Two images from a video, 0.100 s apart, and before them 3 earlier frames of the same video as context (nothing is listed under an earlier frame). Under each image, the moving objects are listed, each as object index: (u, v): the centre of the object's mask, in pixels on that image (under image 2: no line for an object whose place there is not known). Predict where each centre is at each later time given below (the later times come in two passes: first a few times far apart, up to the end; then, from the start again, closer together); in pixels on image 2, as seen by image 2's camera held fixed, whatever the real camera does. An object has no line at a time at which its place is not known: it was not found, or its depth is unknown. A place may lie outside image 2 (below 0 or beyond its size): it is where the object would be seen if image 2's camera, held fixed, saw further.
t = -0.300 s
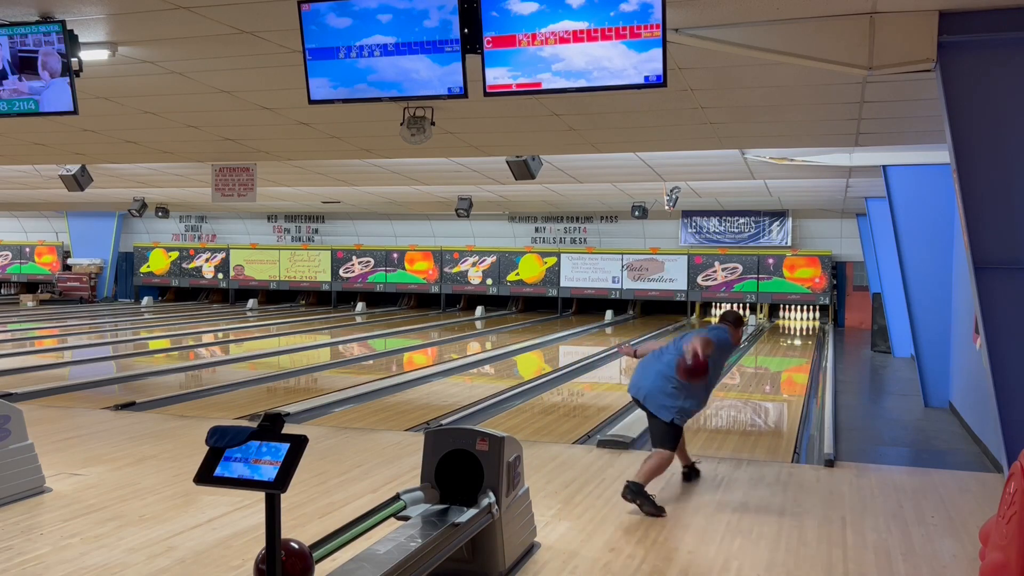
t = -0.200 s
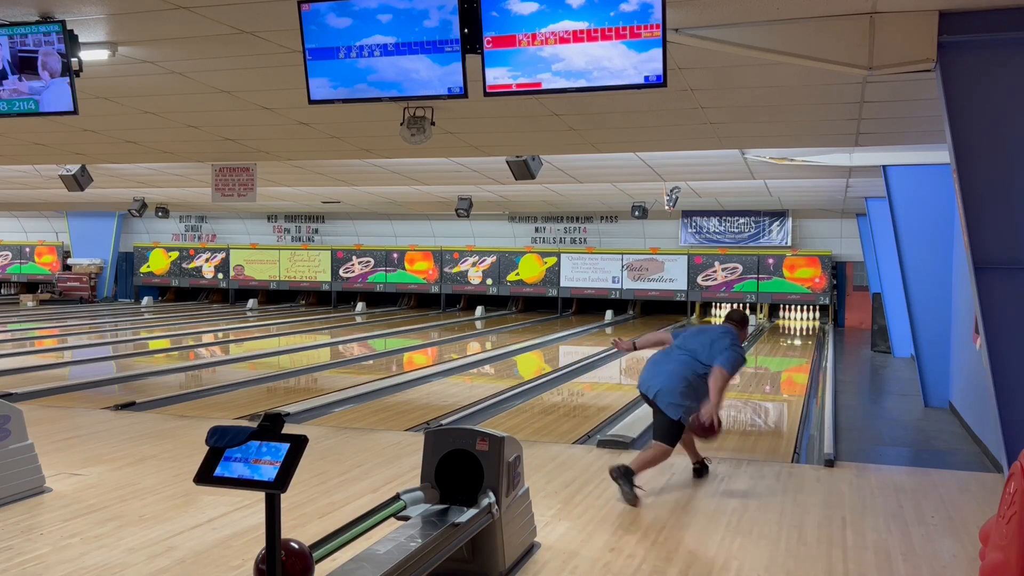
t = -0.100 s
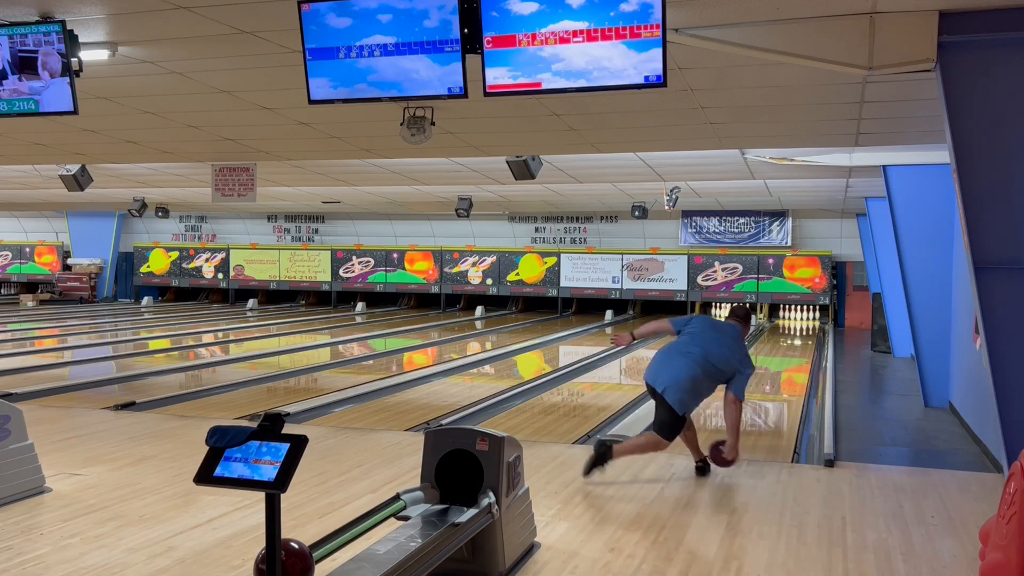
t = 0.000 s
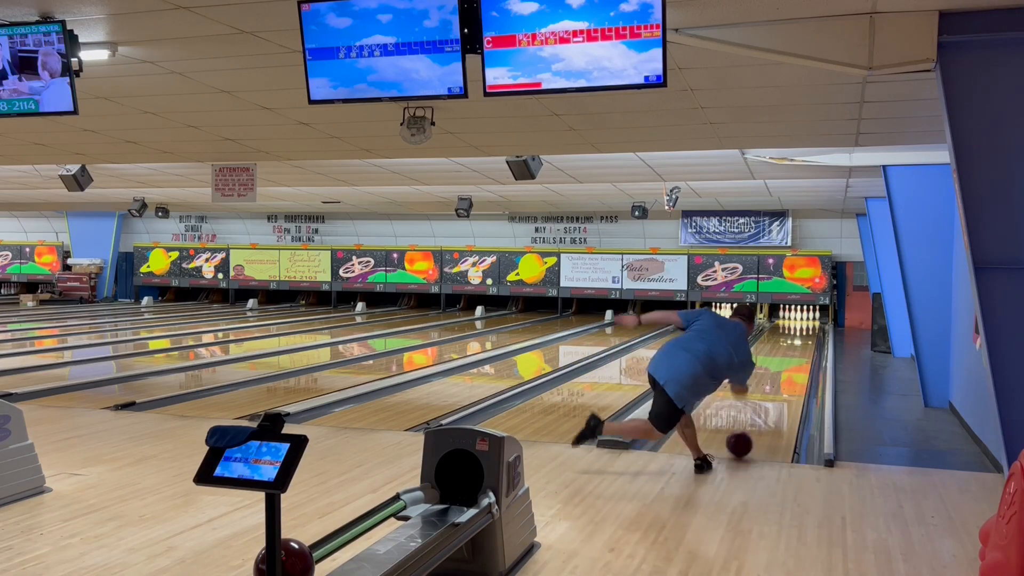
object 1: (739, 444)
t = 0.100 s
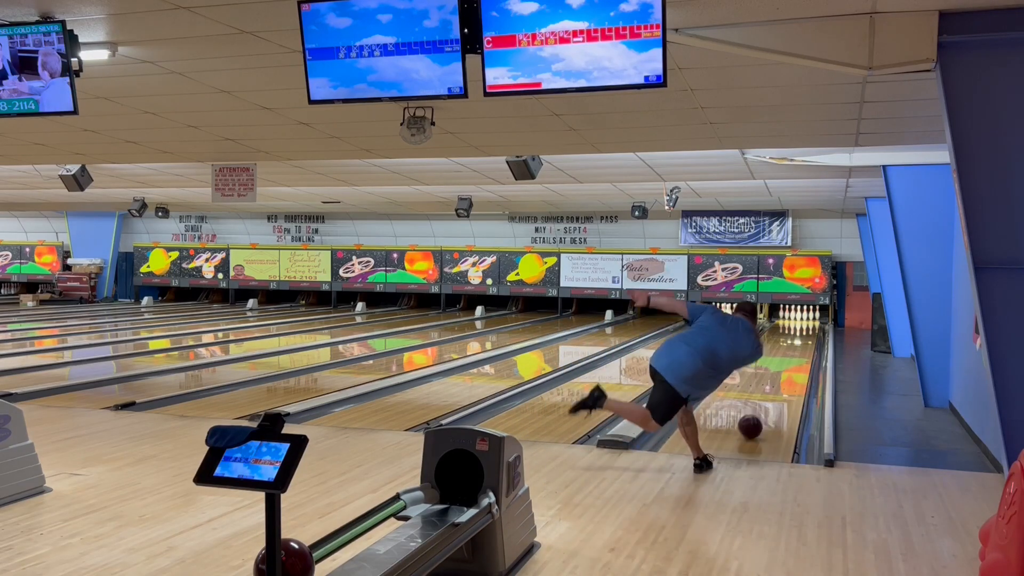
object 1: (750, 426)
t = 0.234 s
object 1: (762, 408)
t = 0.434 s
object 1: (775, 387)
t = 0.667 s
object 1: (786, 369)
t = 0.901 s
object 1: (794, 356)
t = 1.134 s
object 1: (800, 346)
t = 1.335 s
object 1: (803, 339)
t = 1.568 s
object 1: (806, 332)
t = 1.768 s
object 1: (807, 326)
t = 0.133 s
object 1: (753, 421)
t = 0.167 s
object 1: (756, 416)
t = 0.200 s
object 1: (759, 412)
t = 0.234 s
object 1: (762, 408)
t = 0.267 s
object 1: (764, 404)
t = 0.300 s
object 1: (767, 400)
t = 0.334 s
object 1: (769, 397)
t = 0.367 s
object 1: (771, 393)
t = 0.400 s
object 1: (773, 390)
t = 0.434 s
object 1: (775, 387)
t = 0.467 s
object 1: (777, 385)
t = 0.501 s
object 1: (780, 380)
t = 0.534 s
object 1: (780, 379)
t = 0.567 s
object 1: (782, 376)
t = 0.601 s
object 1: (783, 374)
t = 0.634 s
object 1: (785, 372)
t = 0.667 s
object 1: (786, 369)
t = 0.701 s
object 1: (787, 367)
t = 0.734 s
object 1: (789, 365)
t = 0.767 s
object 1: (790, 363)
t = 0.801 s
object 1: (791, 361)
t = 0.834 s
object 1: (792, 360)
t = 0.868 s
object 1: (793, 358)
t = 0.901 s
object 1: (794, 356)
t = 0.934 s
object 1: (795, 355)
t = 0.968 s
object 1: (796, 353)
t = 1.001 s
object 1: (797, 351)
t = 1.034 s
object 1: (798, 350)
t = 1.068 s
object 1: (798, 349)
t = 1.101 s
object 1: (799, 347)
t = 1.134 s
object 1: (800, 346)
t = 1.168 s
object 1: (800, 344)
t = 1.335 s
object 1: (803, 339)
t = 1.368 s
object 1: (804, 337)
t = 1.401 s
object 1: (804, 336)
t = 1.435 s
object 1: (805, 335)
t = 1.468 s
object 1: (805, 334)
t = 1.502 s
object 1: (805, 333)
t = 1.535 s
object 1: (806, 333)
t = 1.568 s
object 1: (806, 332)
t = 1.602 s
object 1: (806, 330)
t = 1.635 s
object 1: (806, 330)
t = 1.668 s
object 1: (807, 329)
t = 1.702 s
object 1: (807, 328)
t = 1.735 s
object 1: (807, 327)
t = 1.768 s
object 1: (807, 326)
